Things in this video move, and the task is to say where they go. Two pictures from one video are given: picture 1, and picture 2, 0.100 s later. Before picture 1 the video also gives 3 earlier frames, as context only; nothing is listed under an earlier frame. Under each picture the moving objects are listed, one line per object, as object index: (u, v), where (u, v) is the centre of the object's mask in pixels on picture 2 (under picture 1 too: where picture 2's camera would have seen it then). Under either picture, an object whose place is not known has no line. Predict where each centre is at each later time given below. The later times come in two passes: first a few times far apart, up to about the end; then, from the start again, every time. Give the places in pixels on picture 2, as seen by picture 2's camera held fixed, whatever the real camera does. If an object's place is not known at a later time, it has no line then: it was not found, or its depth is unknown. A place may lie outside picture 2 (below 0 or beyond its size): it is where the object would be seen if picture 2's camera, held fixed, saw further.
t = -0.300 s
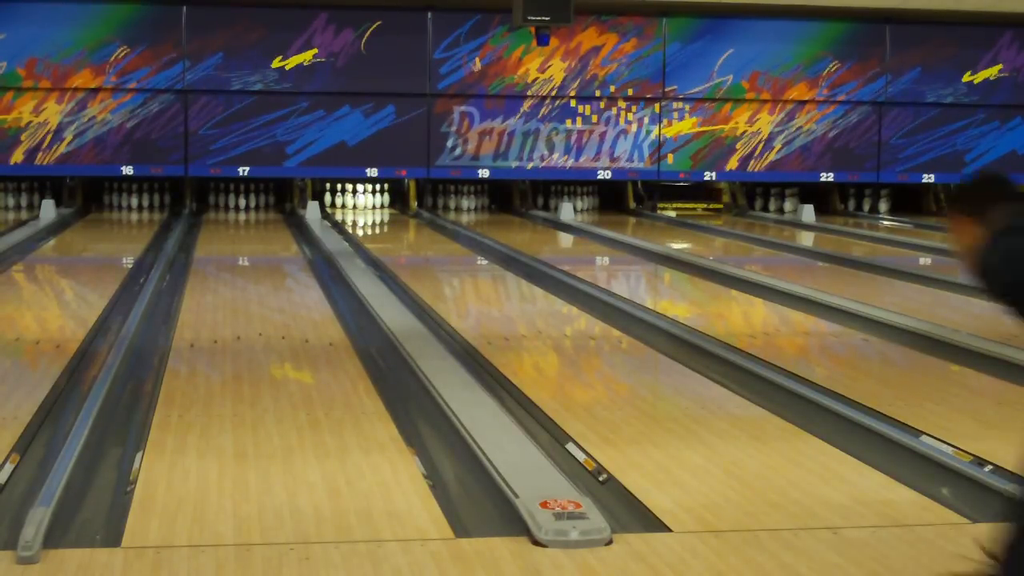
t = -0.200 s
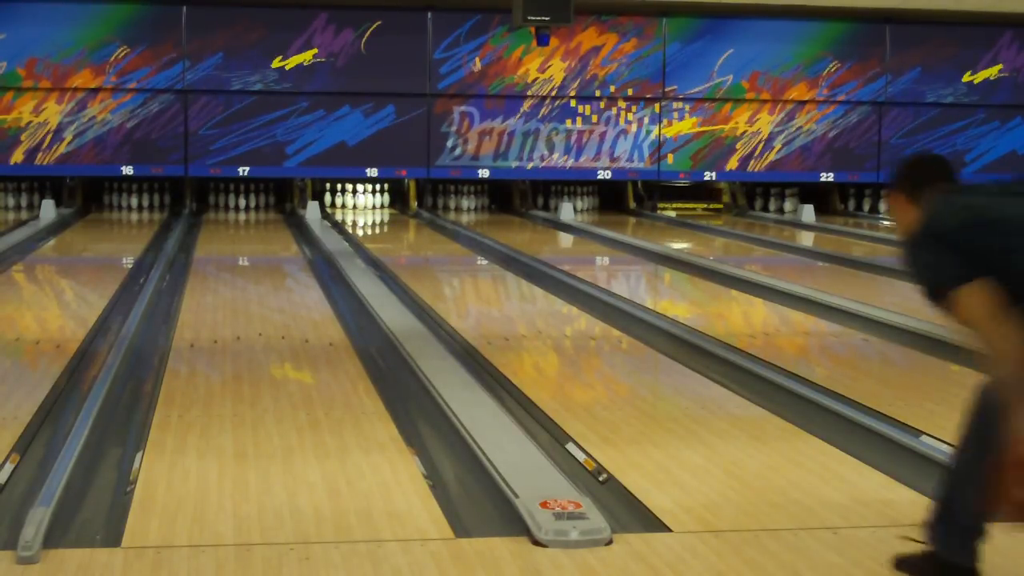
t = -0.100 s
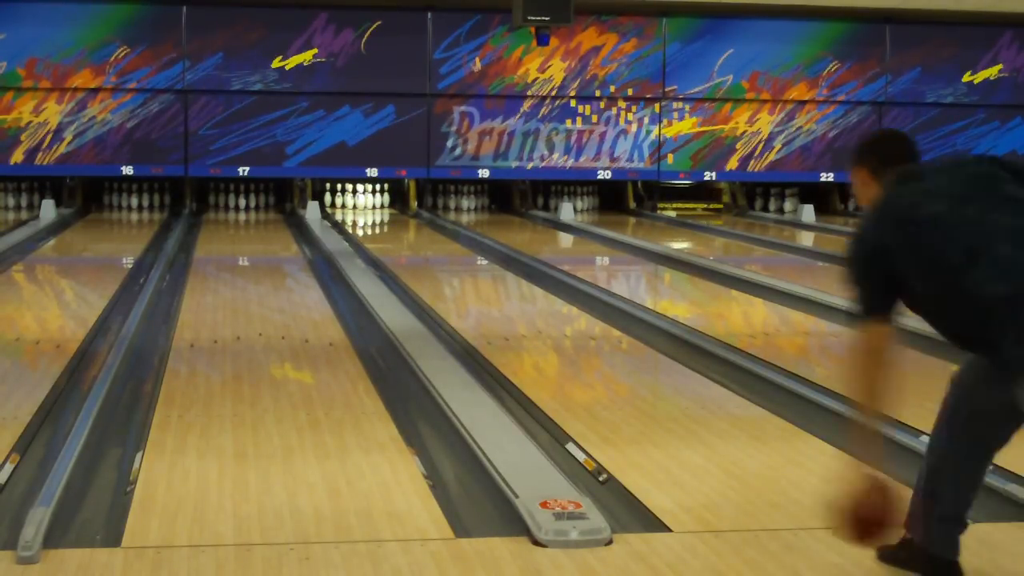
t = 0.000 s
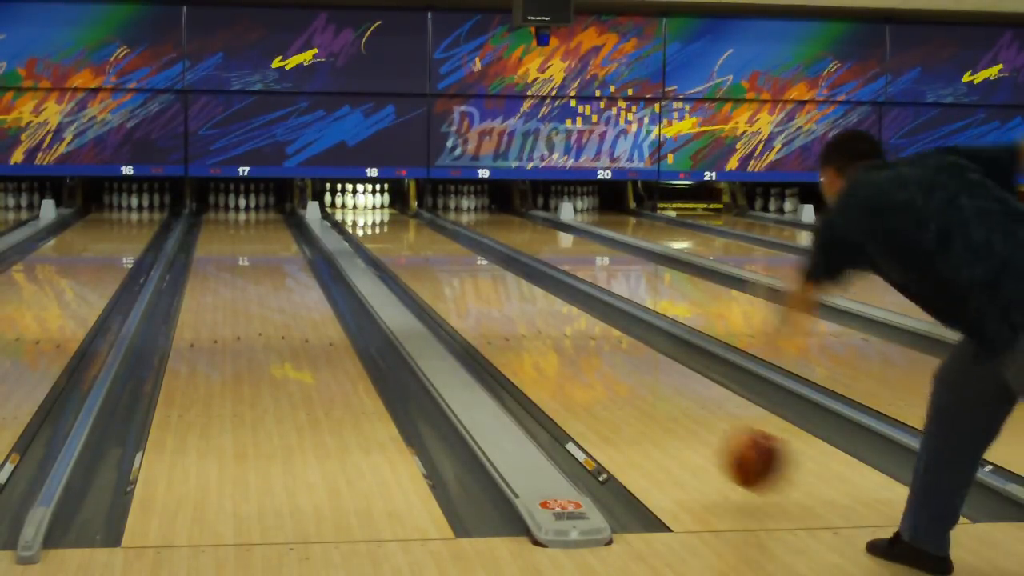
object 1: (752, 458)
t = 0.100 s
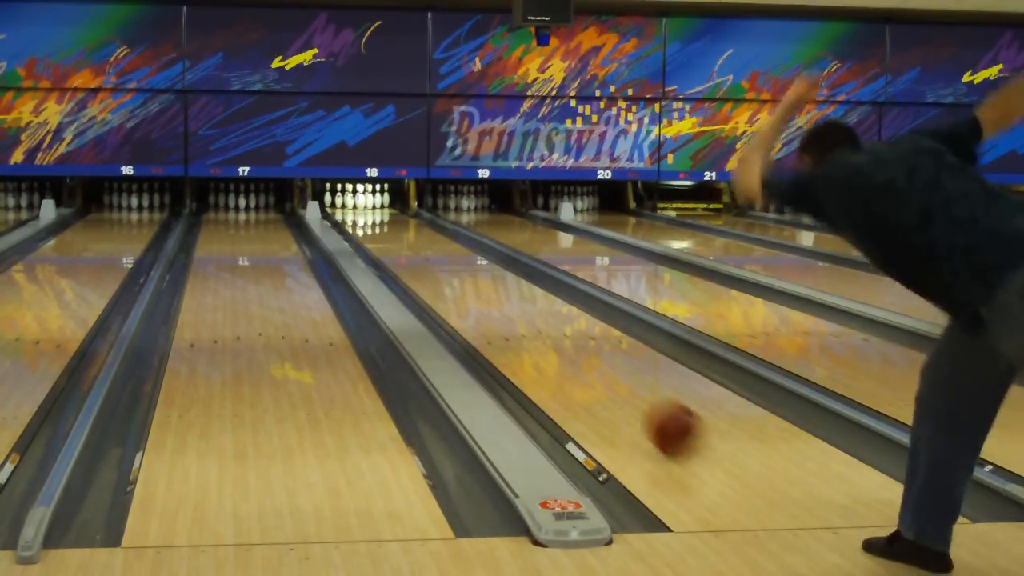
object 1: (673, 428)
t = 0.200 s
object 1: (614, 390)
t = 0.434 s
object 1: (521, 329)
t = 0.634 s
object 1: (470, 295)
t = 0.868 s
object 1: (430, 267)
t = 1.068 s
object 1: (405, 250)
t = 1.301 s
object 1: (383, 234)
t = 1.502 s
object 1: (371, 224)
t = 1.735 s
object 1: (360, 214)
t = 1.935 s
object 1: (356, 208)
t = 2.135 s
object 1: (350, 203)
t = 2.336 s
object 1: (345, 200)
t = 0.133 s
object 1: (652, 412)
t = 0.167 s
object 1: (631, 399)
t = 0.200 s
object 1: (614, 390)
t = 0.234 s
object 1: (597, 380)
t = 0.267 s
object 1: (581, 369)
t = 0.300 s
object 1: (569, 361)
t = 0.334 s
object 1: (556, 352)
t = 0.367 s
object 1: (543, 343)
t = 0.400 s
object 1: (532, 337)
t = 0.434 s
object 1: (521, 329)
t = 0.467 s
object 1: (511, 323)
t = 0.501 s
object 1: (502, 317)
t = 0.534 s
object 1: (493, 311)
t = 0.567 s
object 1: (485, 305)
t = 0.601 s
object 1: (477, 300)
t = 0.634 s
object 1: (470, 295)
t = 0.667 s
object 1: (463, 290)
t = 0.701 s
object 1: (457, 286)
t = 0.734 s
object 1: (451, 282)
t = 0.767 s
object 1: (445, 278)
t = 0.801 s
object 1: (439, 274)
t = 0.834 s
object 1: (435, 271)
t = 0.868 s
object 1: (430, 267)
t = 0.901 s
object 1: (425, 265)
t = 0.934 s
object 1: (421, 261)
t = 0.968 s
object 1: (416, 258)
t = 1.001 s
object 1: (413, 255)
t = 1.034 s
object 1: (409, 253)
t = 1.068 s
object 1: (405, 250)
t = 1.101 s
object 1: (401, 248)
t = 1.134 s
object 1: (398, 246)
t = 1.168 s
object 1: (395, 243)
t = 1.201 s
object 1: (392, 241)
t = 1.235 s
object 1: (389, 239)
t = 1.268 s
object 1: (387, 236)
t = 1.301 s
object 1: (383, 234)
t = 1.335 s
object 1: (382, 232)
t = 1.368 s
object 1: (380, 231)
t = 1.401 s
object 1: (377, 229)
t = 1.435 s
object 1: (374, 227)
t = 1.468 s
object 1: (372, 225)
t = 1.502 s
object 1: (371, 224)
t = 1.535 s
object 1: (369, 223)
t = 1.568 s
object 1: (367, 222)
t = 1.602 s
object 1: (366, 220)
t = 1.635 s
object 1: (364, 218)
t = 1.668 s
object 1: (363, 216)
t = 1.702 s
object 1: (361, 216)
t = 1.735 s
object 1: (360, 214)
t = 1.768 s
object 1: (359, 212)
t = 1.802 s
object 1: (359, 211)
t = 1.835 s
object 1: (358, 210)
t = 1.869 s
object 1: (357, 210)
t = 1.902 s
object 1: (356, 209)
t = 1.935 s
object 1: (356, 208)
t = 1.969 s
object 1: (355, 206)
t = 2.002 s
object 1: (355, 205)
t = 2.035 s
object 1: (354, 205)
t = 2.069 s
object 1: (354, 204)
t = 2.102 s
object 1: (351, 203)
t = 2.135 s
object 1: (350, 203)
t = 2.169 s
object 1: (349, 201)
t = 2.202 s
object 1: (348, 201)
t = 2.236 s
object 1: (347, 200)
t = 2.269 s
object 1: (346, 200)
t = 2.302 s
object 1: (345, 200)
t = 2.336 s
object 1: (345, 200)
